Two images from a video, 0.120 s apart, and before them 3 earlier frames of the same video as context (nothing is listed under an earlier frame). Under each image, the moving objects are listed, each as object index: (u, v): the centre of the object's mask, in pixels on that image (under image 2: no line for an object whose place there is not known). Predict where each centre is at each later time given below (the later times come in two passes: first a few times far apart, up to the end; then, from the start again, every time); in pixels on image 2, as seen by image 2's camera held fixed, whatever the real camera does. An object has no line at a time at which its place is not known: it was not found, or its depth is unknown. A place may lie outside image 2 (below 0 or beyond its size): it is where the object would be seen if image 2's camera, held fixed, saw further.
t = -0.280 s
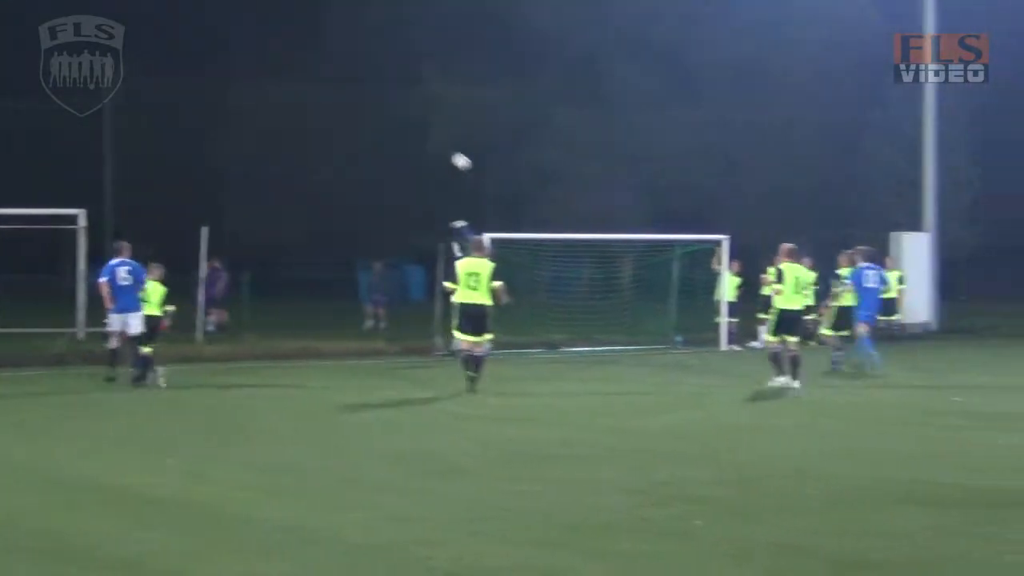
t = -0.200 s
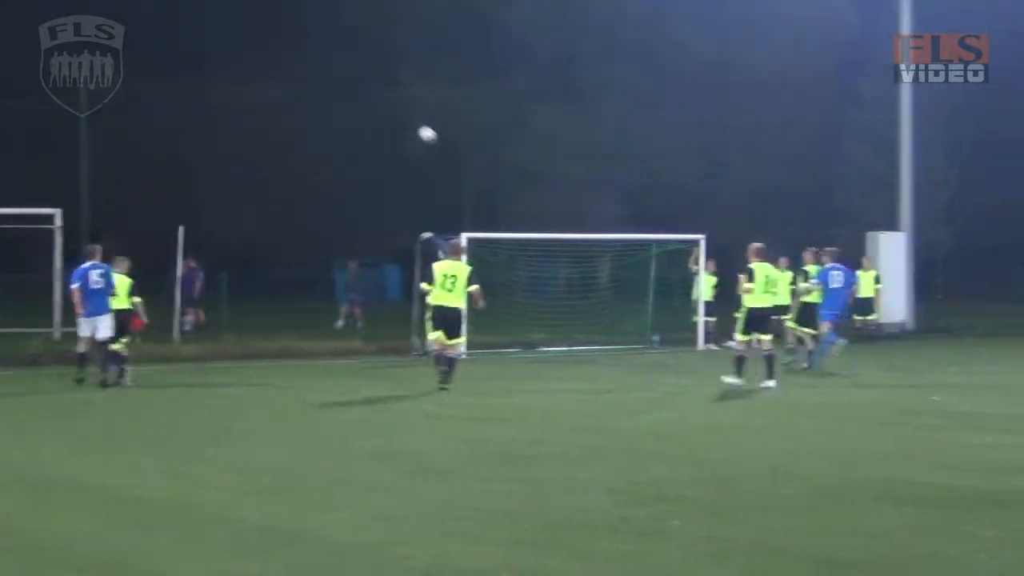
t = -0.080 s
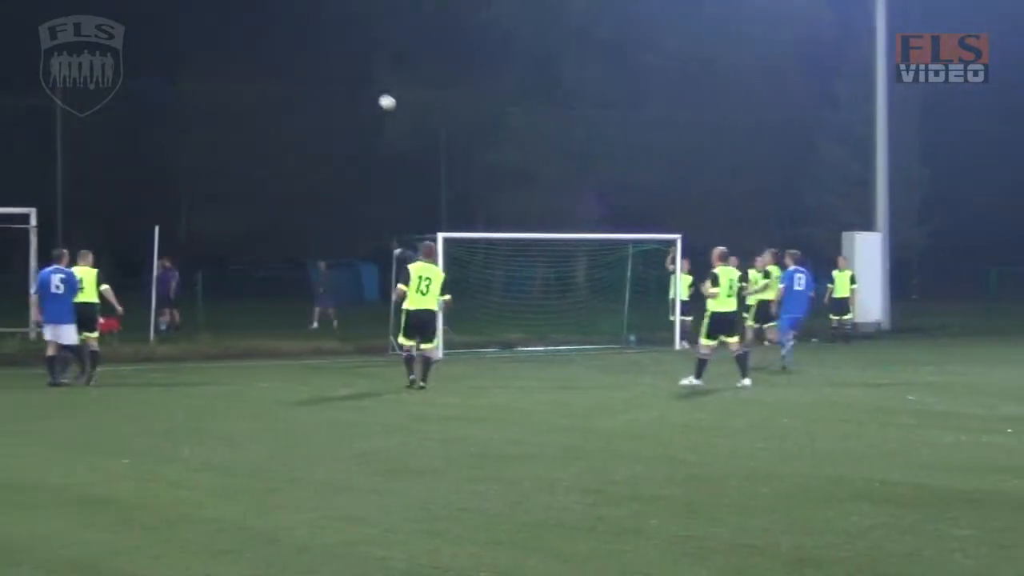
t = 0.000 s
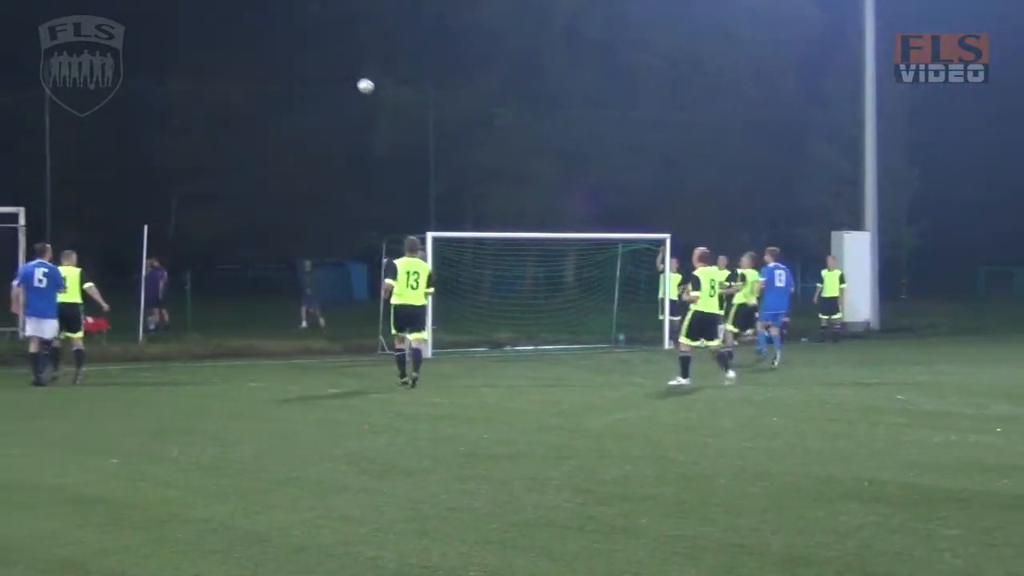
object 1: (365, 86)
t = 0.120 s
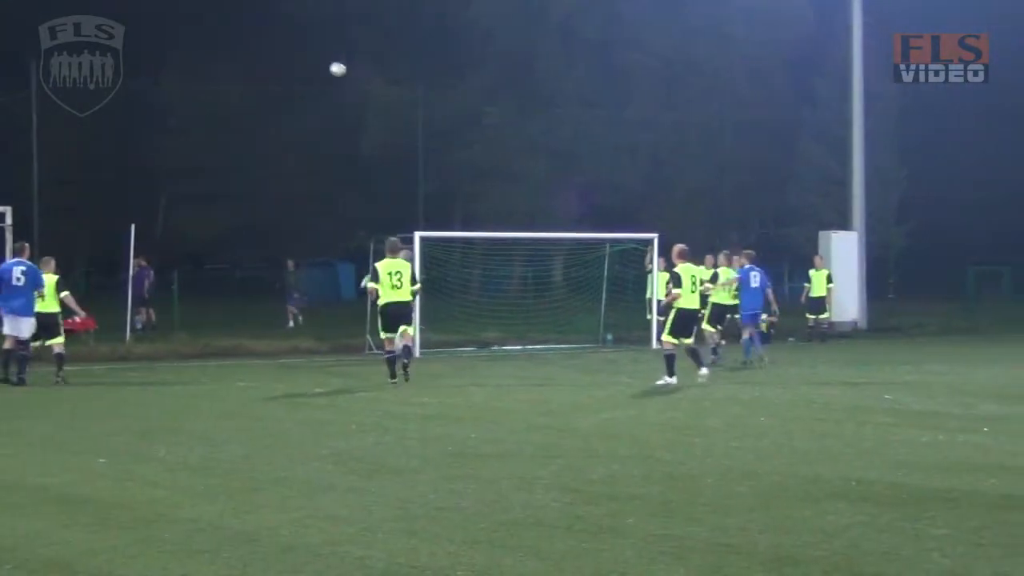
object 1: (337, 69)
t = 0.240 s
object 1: (322, 63)
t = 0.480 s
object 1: (293, 76)
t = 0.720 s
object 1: (266, 122)
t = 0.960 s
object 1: (242, 199)
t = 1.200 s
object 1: (221, 303)
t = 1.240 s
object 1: (217, 323)
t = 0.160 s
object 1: (332, 66)
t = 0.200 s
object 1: (327, 64)
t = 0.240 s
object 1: (322, 63)
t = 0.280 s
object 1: (317, 63)
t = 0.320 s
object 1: (312, 64)
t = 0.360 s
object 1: (308, 65)
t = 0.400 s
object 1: (302, 67)
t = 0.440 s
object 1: (298, 72)
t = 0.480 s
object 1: (293, 76)
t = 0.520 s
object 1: (289, 81)
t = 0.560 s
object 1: (284, 88)
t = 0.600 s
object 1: (279, 95)
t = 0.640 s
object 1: (275, 103)
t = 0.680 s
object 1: (271, 112)
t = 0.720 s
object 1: (266, 122)
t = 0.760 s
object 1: (262, 133)
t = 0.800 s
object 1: (258, 145)
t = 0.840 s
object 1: (254, 157)
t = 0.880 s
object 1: (250, 171)
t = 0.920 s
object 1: (246, 184)
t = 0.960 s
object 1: (242, 199)
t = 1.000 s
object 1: (239, 215)
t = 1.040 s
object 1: (235, 231)
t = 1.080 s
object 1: (231, 248)
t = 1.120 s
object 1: (227, 266)
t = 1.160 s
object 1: (224, 285)
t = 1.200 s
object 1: (221, 303)
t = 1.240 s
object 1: (217, 323)
